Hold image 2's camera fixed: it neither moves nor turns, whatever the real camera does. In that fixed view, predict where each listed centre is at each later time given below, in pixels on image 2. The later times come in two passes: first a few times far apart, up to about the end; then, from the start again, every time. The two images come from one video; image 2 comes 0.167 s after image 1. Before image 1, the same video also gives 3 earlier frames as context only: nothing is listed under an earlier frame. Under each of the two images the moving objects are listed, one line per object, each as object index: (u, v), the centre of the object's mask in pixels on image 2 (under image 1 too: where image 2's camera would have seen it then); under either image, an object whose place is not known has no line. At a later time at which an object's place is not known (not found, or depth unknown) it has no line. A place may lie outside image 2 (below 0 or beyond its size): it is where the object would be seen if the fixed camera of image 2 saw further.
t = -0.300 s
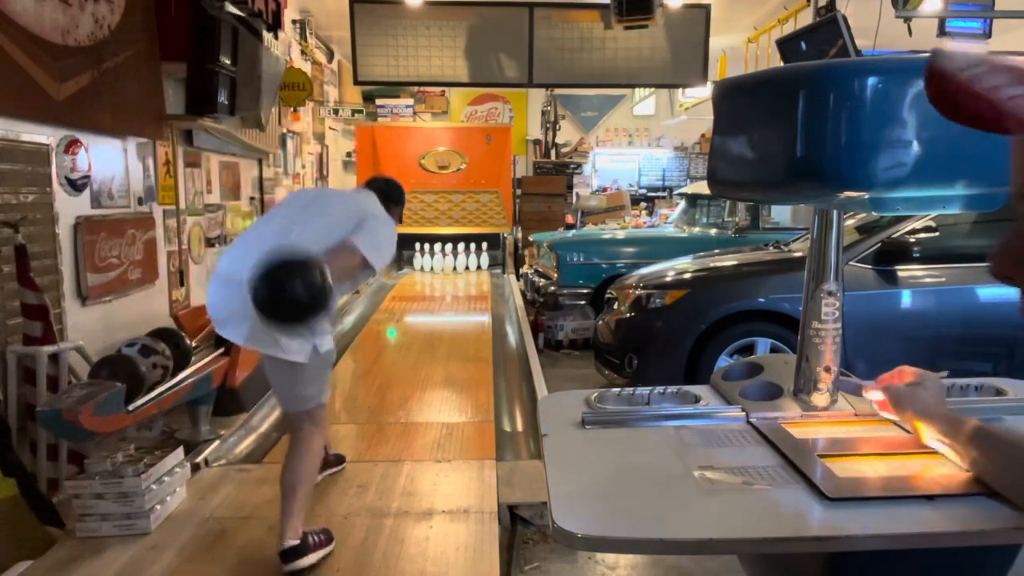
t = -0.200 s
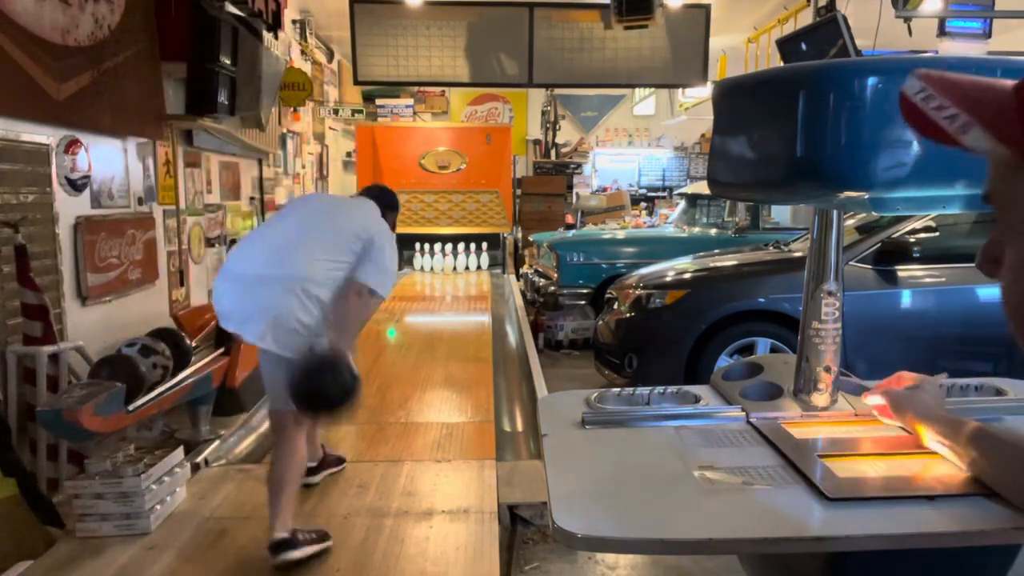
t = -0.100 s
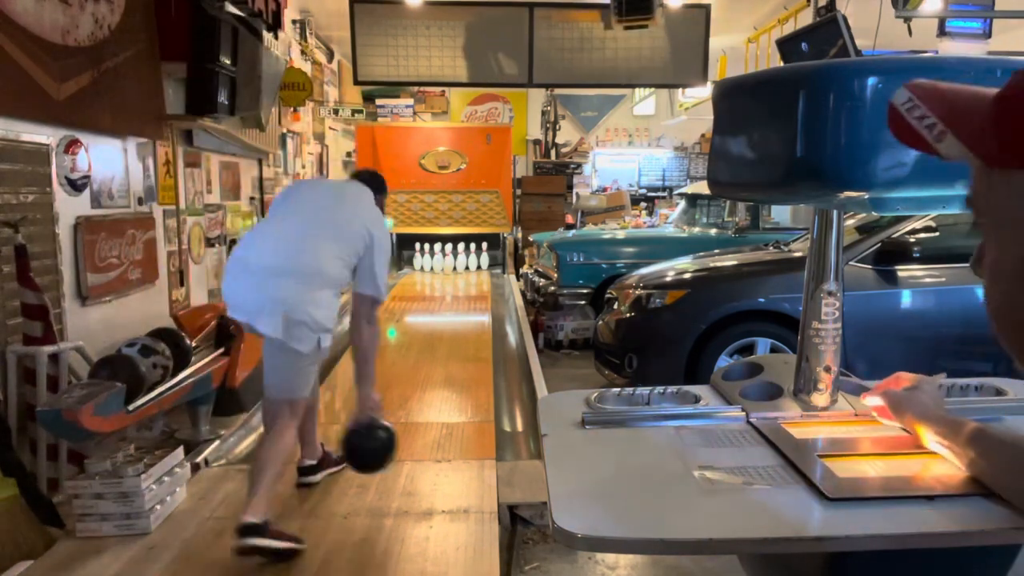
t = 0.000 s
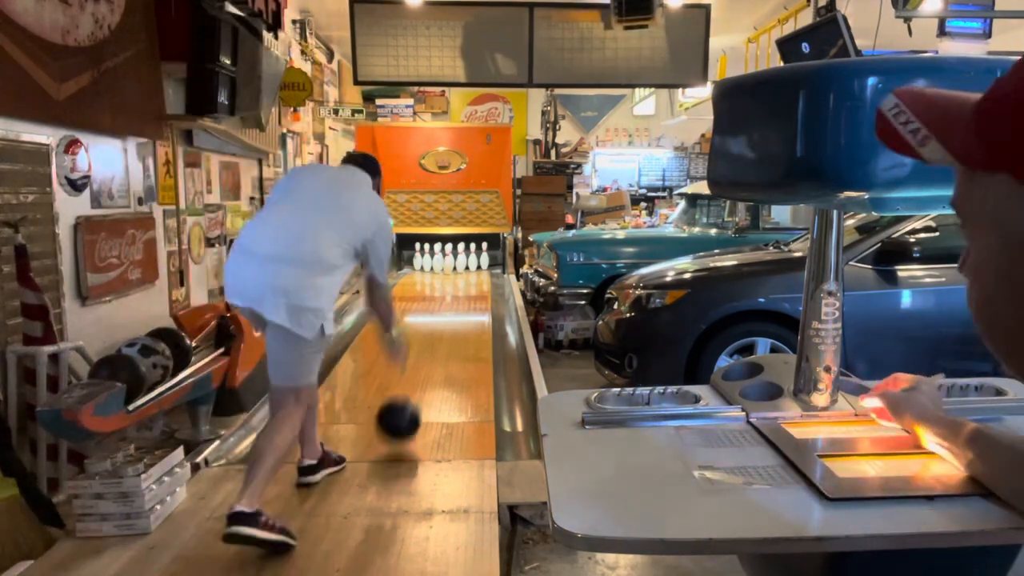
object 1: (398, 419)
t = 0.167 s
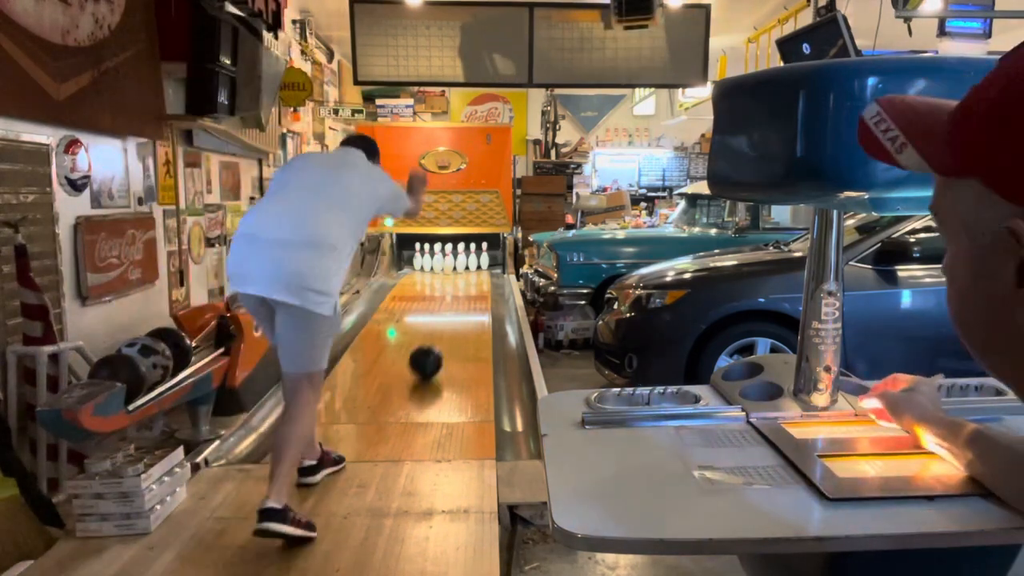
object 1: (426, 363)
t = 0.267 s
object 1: (435, 337)
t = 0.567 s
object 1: (456, 290)
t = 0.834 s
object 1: (467, 270)
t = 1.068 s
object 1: (482, 262)
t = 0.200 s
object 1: (429, 353)
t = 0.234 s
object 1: (432, 344)
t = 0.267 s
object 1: (435, 337)
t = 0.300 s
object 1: (438, 330)
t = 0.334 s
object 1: (441, 323)
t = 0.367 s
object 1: (444, 316)
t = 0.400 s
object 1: (446, 311)
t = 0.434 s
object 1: (449, 306)
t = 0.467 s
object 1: (451, 301)
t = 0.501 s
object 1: (452, 297)
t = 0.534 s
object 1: (454, 293)
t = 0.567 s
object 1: (456, 290)
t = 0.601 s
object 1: (458, 286)
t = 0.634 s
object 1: (459, 283)
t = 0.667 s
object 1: (460, 281)
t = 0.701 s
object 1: (462, 279)
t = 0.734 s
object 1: (464, 275)
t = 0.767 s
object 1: (464, 273)
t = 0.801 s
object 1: (466, 272)
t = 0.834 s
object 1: (467, 270)
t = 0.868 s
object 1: (469, 269)
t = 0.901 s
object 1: (470, 267)
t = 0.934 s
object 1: (471, 267)
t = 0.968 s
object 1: (473, 264)
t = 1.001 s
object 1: (474, 264)
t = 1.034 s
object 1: (477, 263)
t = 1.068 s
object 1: (482, 262)
